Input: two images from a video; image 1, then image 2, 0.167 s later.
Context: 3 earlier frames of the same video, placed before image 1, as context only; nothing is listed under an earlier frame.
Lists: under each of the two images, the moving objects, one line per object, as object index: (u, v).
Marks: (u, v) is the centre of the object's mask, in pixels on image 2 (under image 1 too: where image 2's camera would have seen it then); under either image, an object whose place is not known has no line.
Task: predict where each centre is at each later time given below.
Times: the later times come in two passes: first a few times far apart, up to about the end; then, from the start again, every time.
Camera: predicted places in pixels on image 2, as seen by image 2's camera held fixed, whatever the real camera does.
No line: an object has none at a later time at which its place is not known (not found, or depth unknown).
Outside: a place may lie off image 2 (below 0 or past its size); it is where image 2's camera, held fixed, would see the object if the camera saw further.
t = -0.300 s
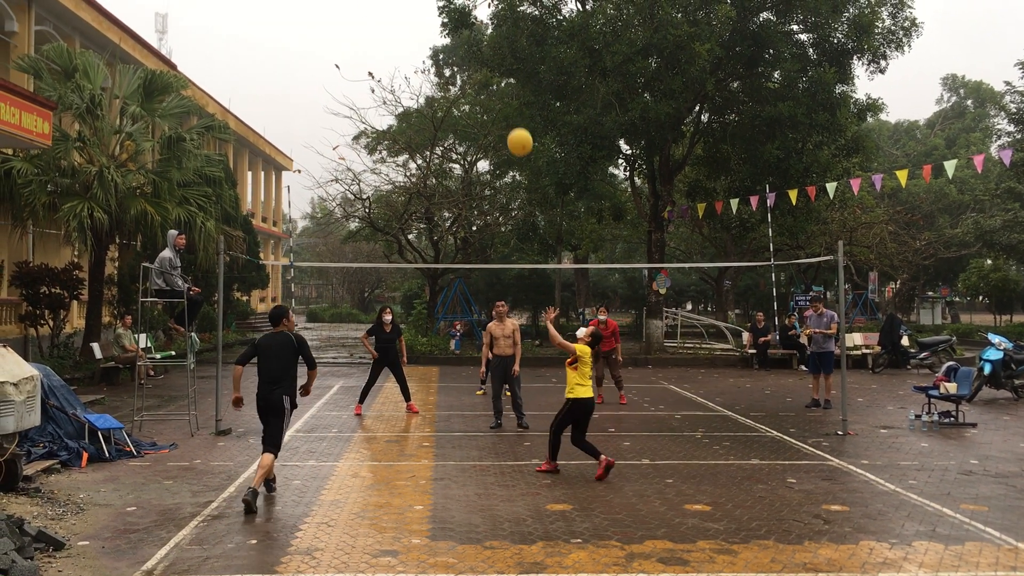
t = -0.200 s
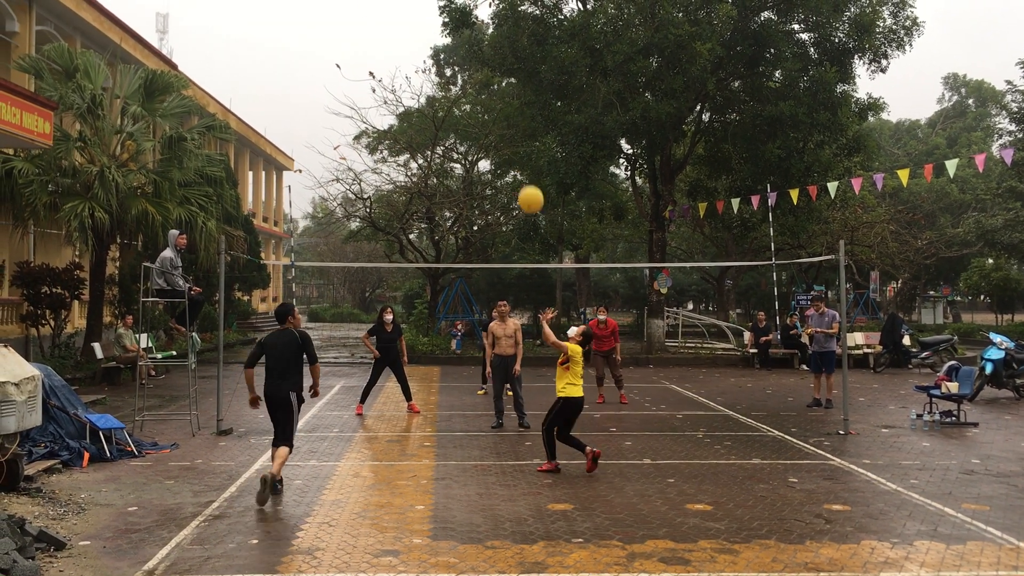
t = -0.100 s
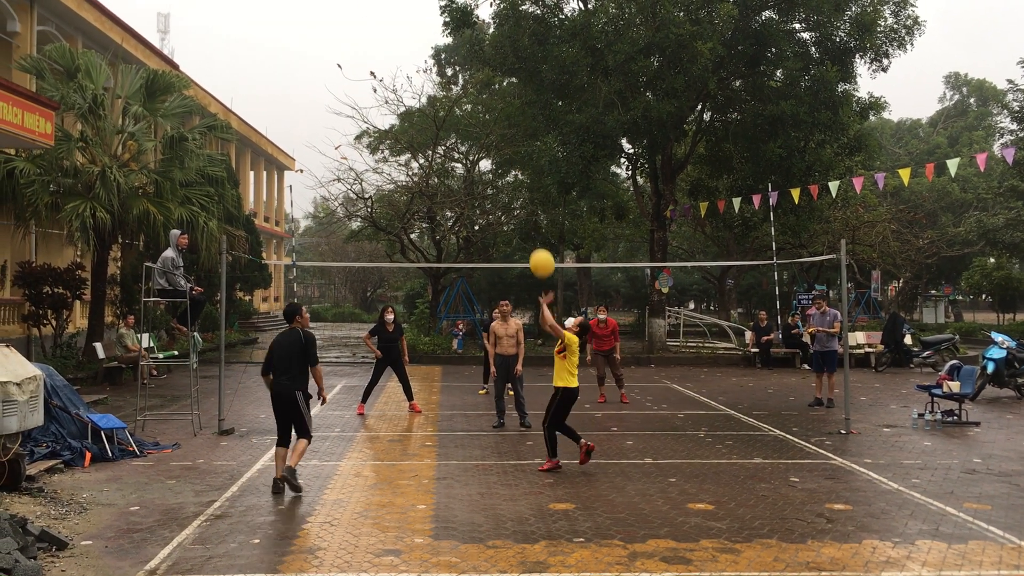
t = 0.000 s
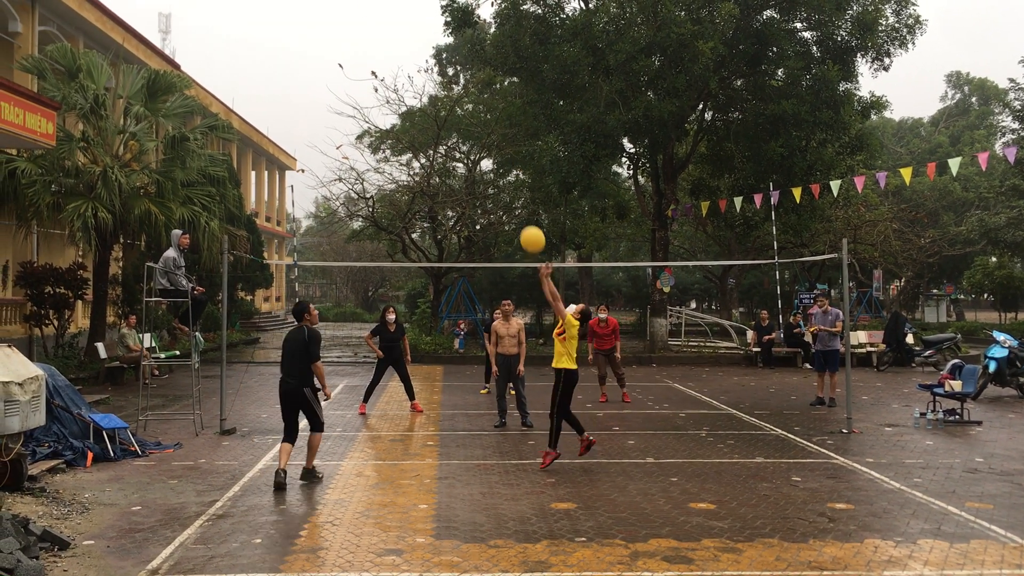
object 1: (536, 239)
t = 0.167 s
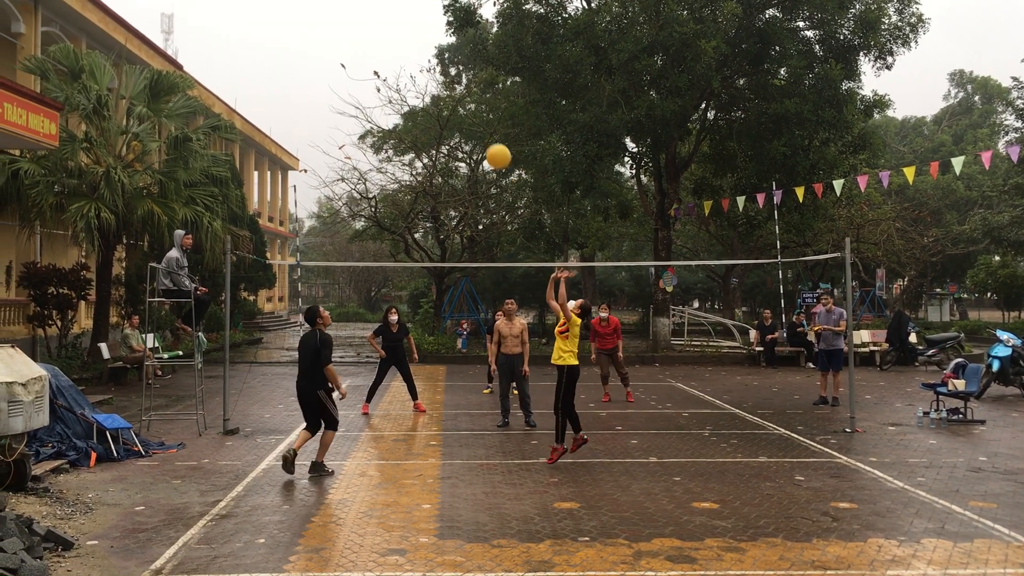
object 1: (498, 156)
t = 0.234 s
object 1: (484, 131)
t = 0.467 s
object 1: (436, 80)
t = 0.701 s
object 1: (390, 82)
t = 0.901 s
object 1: (353, 124)
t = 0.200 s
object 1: (491, 143)
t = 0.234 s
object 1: (484, 131)
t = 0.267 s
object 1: (477, 121)
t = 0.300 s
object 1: (470, 111)
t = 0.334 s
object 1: (463, 103)
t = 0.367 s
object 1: (457, 95)
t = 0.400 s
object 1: (450, 89)
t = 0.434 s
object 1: (443, 84)
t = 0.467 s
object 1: (436, 80)
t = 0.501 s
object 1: (429, 77)
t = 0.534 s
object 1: (423, 75)
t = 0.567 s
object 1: (416, 75)
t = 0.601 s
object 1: (410, 75)
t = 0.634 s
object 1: (403, 76)
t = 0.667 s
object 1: (397, 79)
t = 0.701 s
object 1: (390, 82)
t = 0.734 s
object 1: (384, 87)
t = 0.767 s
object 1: (378, 92)
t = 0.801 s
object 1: (371, 98)
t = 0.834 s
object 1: (365, 106)
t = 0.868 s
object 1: (359, 114)
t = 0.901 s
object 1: (353, 124)
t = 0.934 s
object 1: (347, 134)
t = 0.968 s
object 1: (341, 145)
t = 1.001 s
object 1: (335, 157)
